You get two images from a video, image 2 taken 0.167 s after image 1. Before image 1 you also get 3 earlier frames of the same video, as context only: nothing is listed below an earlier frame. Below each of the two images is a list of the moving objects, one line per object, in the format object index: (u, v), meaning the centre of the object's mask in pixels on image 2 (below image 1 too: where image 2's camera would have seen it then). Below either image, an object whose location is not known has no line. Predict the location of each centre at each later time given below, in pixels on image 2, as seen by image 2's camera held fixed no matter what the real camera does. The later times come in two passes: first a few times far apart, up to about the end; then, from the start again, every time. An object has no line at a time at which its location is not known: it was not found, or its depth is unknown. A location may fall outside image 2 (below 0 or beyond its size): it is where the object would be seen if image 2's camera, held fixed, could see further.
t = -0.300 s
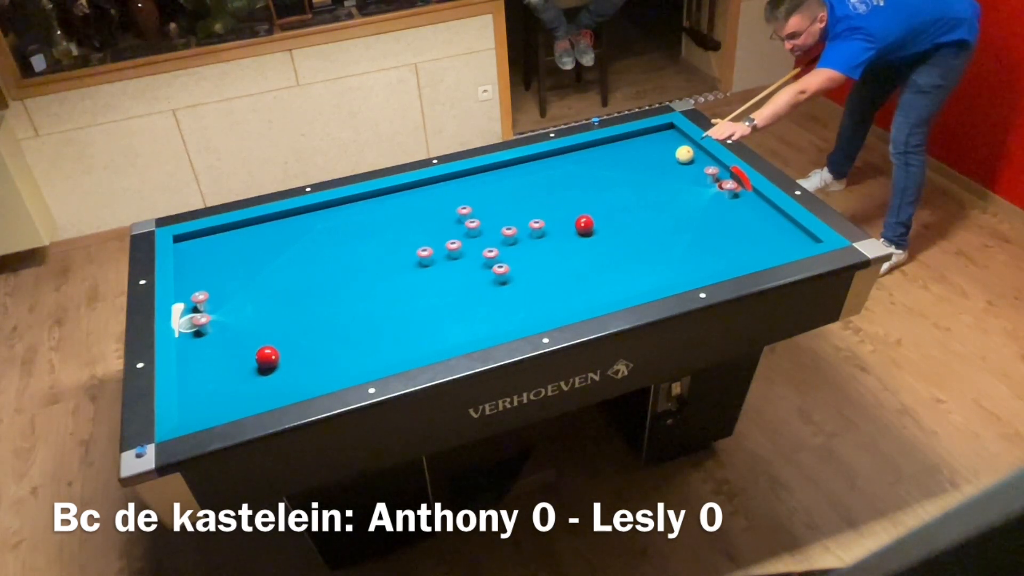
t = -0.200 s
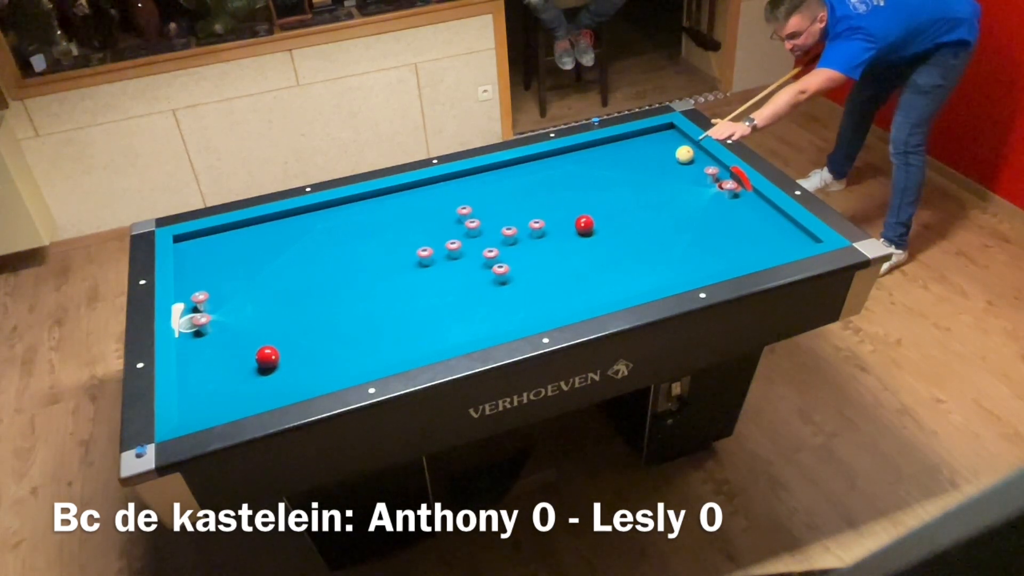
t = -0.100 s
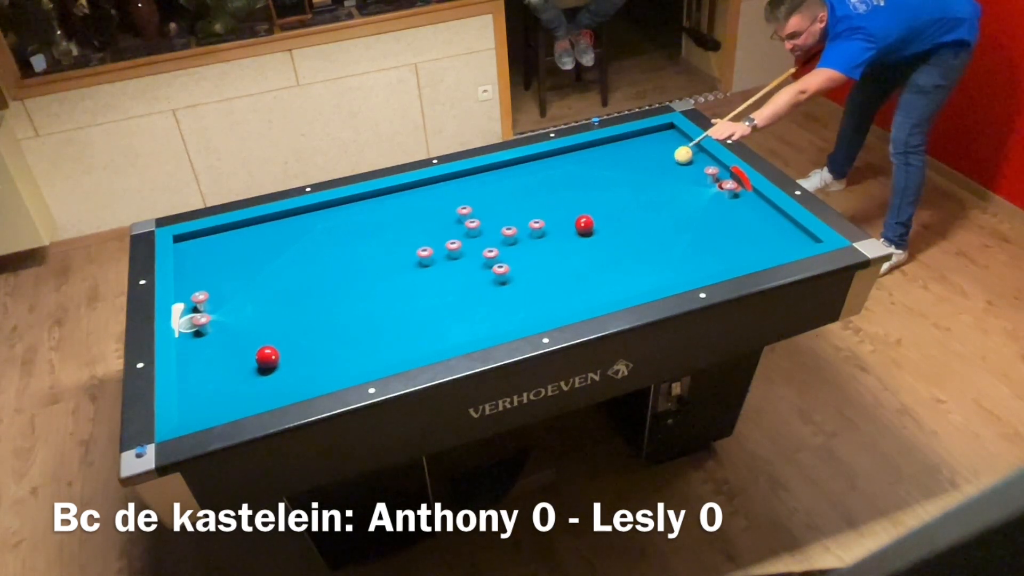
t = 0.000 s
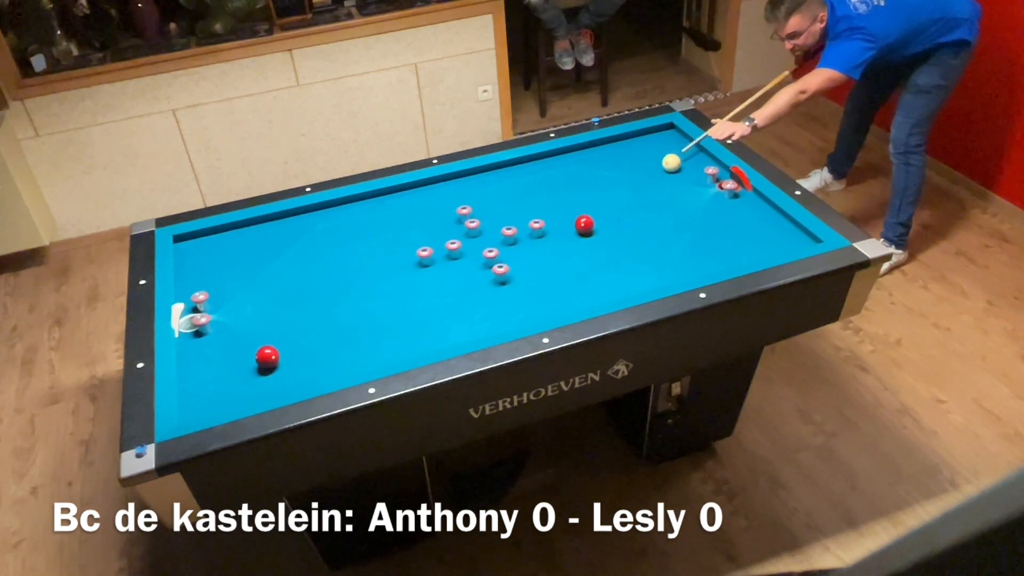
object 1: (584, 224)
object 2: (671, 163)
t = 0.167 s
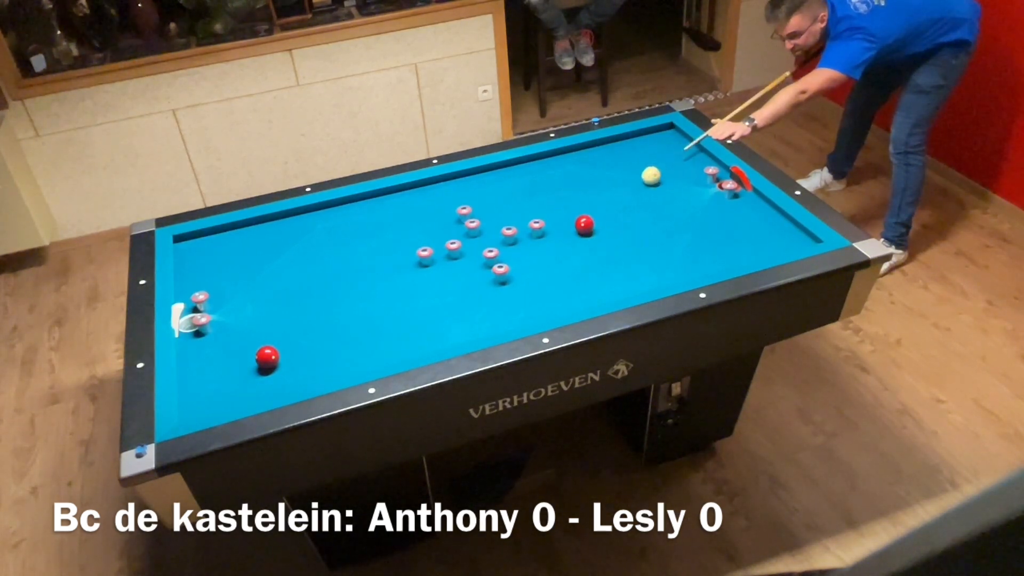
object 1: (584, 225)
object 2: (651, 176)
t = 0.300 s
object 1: (584, 225)
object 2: (634, 186)
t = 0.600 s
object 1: (585, 224)
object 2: (596, 211)
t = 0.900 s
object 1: (572, 243)
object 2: (569, 216)
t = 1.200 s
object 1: (559, 263)
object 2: (547, 217)
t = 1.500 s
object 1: (546, 285)
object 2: (542, 209)
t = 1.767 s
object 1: (534, 303)
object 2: (539, 201)
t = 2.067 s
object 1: (519, 319)
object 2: (535, 194)
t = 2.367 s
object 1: (500, 317)
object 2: (533, 187)
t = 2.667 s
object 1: (483, 313)
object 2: (530, 182)
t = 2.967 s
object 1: (467, 310)
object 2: (528, 177)
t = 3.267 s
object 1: (453, 307)
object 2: (527, 173)
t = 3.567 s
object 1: (441, 305)
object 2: (525, 169)
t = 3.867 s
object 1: (430, 302)
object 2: (524, 166)
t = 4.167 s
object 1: (420, 300)
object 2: (522, 164)
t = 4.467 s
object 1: (412, 299)
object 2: (521, 162)
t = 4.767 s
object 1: (405, 298)
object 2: (521, 163)
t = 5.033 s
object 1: (400, 297)
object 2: (521, 163)
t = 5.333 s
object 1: (395, 296)
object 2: (521, 163)
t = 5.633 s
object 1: (393, 296)
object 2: (521, 162)
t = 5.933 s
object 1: (391, 295)
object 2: (521, 163)
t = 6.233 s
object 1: (391, 295)
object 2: (521, 163)
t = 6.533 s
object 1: (391, 294)
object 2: (521, 162)
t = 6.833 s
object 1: (391, 295)
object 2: (521, 163)
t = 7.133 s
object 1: (391, 295)
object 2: (521, 163)
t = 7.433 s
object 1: (391, 295)
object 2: (521, 163)
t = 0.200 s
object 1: (584, 224)
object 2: (647, 179)
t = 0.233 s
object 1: (584, 225)
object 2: (643, 181)
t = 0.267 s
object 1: (584, 225)
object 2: (639, 184)
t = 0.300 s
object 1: (584, 225)
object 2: (634, 186)
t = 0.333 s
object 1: (584, 225)
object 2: (630, 189)
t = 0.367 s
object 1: (584, 225)
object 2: (626, 192)
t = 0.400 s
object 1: (584, 225)
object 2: (621, 195)
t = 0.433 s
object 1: (584, 225)
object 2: (617, 197)
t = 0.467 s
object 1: (585, 225)
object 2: (613, 200)
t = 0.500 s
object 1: (584, 224)
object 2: (608, 203)
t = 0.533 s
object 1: (584, 225)
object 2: (604, 206)
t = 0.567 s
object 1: (584, 225)
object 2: (600, 209)
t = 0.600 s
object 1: (585, 224)
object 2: (596, 211)
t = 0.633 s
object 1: (584, 225)
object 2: (592, 213)
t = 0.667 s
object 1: (582, 228)
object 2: (589, 213)
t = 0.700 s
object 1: (581, 231)
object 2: (586, 214)
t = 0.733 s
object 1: (579, 232)
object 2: (583, 214)
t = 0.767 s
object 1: (578, 235)
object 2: (580, 215)
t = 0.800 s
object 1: (576, 237)
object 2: (577, 215)
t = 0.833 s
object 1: (575, 239)
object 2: (574, 215)
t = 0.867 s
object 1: (574, 241)
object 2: (571, 216)
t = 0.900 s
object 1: (572, 243)
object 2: (569, 216)
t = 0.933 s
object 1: (571, 246)
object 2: (566, 217)
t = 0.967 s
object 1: (569, 248)
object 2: (563, 217)
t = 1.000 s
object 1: (568, 250)
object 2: (561, 217)
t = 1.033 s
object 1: (566, 252)
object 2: (558, 218)
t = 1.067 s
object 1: (565, 255)
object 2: (555, 218)
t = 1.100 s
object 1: (564, 257)
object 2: (553, 218)
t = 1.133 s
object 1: (562, 259)
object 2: (550, 218)
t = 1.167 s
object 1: (561, 261)
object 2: (548, 218)
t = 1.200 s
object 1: (559, 263)
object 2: (547, 217)
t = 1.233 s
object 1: (558, 266)
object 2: (546, 216)
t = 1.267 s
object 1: (556, 268)
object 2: (546, 215)
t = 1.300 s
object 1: (555, 271)
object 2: (545, 214)
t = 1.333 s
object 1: (553, 273)
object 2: (545, 213)
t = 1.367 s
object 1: (552, 275)
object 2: (544, 212)
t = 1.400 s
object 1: (550, 278)
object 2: (544, 211)
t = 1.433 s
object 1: (549, 280)
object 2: (543, 210)
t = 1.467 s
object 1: (547, 282)
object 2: (543, 209)
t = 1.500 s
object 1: (546, 285)
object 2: (542, 209)
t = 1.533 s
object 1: (544, 287)
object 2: (542, 208)
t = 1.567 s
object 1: (543, 289)
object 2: (541, 207)
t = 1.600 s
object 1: (542, 292)
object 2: (541, 206)
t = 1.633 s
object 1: (540, 294)
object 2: (540, 205)
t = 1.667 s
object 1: (538, 296)
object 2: (540, 204)
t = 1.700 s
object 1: (537, 299)
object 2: (540, 203)
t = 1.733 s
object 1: (535, 301)
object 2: (539, 202)
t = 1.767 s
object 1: (534, 303)
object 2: (539, 201)
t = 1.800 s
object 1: (532, 306)
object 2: (538, 200)
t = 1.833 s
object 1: (531, 308)
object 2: (538, 199)
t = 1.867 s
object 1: (529, 310)
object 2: (538, 199)
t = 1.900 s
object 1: (528, 312)
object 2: (537, 198)
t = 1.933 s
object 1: (526, 314)
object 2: (537, 197)
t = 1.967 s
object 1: (524, 316)
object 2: (537, 196)
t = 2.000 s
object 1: (523, 318)
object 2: (536, 195)
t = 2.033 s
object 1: (521, 319)
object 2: (536, 195)
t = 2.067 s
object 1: (519, 319)
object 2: (535, 194)
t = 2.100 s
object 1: (517, 319)
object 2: (535, 193)
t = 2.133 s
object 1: (515, 319)
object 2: (535, 192)
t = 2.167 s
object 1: (512, 319)
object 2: (535, 192)
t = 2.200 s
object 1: (510, 318)
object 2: (534, 191)
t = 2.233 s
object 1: (508, 318)
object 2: (534, 190)
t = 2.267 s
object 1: (506, 318)
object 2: (534, 189)
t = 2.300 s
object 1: (504, 318)
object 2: (533, 189)
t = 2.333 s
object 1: (502, 317)
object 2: (533, 188)
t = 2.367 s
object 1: (500, 317)
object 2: (533, 187)
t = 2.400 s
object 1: (498, 317)
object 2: (532, 187)
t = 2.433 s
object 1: (496, 316)
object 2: (532, 186)
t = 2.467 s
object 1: (494, 316)
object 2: (532, 185)
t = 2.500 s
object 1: (492, 316)
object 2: (531, 185)
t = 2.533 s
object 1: (491, 315)
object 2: (531, 184)
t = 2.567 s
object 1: (489, 315)
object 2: (531, 184)
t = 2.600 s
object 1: (486, 314)
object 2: (531, 183)
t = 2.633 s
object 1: (485, 314)
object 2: (530, 182)
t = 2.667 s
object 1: (483, 313)
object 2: (530, 182)
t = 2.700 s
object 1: (481, 313)
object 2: (530, 181)
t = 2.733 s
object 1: (479, 313)
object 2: (530, 180)
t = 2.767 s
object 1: (478, 312)
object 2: (530, 180)
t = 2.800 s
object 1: (476, 312)
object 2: (529, 179)
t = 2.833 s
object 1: (474, 312)
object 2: (529, 179)
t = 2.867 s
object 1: (472, 311)
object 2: (529, 178)
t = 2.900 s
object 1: (471, 311)
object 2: (529, 178)
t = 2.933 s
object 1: (469, 310)
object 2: (528, 177)
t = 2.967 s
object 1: (467, 310)
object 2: (528, 177)
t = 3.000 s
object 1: (466, 310)
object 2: (528, 176)
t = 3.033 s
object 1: (464, 309)
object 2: (528, 176)
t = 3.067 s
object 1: (463, 309)
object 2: (528, 175)
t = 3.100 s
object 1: (461, 309)
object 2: (528, 175)
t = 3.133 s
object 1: (459, 309)
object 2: (527, 174)
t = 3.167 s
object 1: (458, 308)
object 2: (527, 174)
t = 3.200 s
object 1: (456, 308)
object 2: (527, 173)
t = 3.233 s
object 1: (455, 308)
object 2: (527, 173)
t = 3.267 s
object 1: (453, 307)
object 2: (527, 173)
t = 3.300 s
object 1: (452, 307)
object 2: (527, 172)
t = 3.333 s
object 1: (450, 307)
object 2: (527, 172)
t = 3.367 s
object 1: (449, 306)
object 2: (526, 171)
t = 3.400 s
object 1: (448, 306)
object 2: (526, 171)
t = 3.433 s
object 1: (446, 306)
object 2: (526, 170)
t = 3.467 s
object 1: (445, 305)
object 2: (526, 170)
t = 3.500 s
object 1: (443, 305)
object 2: (526, 170)
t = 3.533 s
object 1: (442, 305)
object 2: (525, 169)
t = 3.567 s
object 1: (441, 305)
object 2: (525, 169)
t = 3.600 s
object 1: (439, 304)
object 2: (525, 169)
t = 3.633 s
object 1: (438, 304)
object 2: (525, 168)
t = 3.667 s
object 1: (437, 304)
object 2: (525, 168)
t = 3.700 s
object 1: (436, 304)
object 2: (525, 168)
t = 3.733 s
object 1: (435, 303)
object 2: (524, 167)
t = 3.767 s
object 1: (433, 303)
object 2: (524, 167)
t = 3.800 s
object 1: (432, 303)
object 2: (524, 167)
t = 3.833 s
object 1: (431, 303)
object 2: (524, 166)
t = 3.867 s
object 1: (430, 302)
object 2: (524, 166)
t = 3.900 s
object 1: (429, 302)
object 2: (524, 166)
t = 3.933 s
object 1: (427, 302)
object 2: (523, 166)
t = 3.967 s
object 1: (426, 302)
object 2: (523, 166)
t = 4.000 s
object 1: (425, 302)
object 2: (523, 165)
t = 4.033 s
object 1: (424, 301)
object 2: (523, 165)
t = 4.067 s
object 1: (423, 301)
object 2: (523, 165)
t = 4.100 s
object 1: (422, 301)
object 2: (522, 164)
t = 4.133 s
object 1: (421, 301)
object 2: (522, 164)
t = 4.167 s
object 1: (420, 300)
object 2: (522, 164)
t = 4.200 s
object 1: (419, 300)
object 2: (522, 164)
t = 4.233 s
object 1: (418, 300)
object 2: (522, 164)
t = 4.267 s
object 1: (417, 300)
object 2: (522, 163)
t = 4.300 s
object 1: (416, 300)
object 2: (522, 163)
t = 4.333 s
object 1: (415, 299)
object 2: (522, 163)
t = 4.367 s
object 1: (414, 299)
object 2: (521, 163)
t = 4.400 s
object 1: (413, 299)
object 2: (521, 163)
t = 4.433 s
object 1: (412, 299)
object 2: (521, 163)
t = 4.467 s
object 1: (412, 299)
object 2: (521, 162)
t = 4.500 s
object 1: (411, 299)
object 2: (521, 162)
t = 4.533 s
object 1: (410, 299)
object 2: (521, 162)
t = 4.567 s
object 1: (409, 298)
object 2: (521, 162)
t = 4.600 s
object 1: (408, 298)
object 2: (521, 162)
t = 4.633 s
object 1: (407, 298)
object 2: (521, 162)
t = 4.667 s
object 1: (407, 298)
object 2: (521, 162)
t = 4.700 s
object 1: (406, 298)
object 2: (521, 163)
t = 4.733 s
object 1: (406, 298)
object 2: (521, 163)
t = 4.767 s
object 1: (405, 298)
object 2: (521, 163)
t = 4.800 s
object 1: (404, 298)
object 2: (521, 163)
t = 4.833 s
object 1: (403, 297)
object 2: (521, 163)
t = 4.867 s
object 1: (403, 297)
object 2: (521, 163)
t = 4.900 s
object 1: (402, 297)
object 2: (521, 163)
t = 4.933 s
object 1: (401, 297)
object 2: (521, 163)
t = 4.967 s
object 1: (401, 297)
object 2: (521, 163)
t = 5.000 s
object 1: (400, 297)
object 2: (521, 163)
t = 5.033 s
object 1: (400, 297)
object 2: (521, 163)
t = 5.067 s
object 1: (399, 297)
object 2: (521, 163)
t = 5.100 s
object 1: (399, 297)
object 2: (521, 163)
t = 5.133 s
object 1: (398, 296)
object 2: (521, 163)
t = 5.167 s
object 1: (398, 296)
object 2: (521, 163)
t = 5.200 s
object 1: (397, 296)
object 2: (521, 163)
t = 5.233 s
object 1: (397, 296)
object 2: (521, 163)
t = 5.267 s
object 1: (396, 296)
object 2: (521, 163)
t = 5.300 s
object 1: (396, 296)
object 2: (521, 163)
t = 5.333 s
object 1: (395, 296)
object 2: (521, 163)
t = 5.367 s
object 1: (395, 296)
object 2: (521, 163)
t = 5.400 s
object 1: (395, 296)
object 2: (521, 163)
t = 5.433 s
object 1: (395, 296)
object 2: (521, 163)
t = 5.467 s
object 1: (394, 296)
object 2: (521, 163)
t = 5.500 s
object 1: (394, 296)
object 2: (521, 163)
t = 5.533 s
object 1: (393, 296)
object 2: (521, 163)
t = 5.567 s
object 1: (393, 296)
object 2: (521, 163)
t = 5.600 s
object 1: (393, 296)
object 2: (521, 162)
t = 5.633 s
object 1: (393, 296)
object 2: (521, 162)
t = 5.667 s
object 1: (392, 296)
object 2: (521, 163)
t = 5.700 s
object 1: (392, 296)
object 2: (521, 163)
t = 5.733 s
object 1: (392, 296)
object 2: (521, 163)
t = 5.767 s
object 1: (392, 295)
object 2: (521, 163)
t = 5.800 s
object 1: (392, 296)
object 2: (521, 163)
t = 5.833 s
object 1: (392, 295)
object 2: (521, 162)
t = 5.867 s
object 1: (391, 295)
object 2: (521, 163)
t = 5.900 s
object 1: (391, 295)
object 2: (521, 163)
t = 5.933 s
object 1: (391, 295)
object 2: (521, 163)
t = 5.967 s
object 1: (391, 295)
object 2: (521, 163)
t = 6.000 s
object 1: (391, 295)
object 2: (521, 163)
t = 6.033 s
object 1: (391, 295)
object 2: (521, 163)
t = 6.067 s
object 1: (391, 295)
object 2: (521, 163)
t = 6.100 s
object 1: (391, 295)
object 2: (521, 162)
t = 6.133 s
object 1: (391, 295)
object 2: (521, 163)
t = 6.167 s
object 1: (391, 295)
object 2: (521, 163)
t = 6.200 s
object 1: (391, 295)
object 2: (521, 163)
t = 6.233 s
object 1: (391, 295)
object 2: (521, 163)
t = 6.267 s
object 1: (391, 295)
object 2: (521, 163)
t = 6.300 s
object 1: (391, 295)
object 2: (521, 163)
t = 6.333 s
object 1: (391, 295)
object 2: (521, 163)
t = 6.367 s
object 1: (391, 295)
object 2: (521, 162)
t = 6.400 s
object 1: (391, 295)
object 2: (521, 162)
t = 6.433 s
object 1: (391, 295)
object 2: (521, 162)
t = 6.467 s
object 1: (391, 295)
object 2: (521, 163)
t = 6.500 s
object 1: (391, 294)
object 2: (521, 162)
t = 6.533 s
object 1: (391, 294)
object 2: (521, 162)
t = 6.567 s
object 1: (391, 295)
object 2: (521, 163)
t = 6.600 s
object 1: (391, 295)
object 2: (521, 163)
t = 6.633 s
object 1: (391, 295)
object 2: (521, 163)
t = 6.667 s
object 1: (391, 295)
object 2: (521, 163)
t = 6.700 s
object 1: (391, 295)
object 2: (521, 163)
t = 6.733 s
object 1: (391, 295)
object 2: (521, 163)
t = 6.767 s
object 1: (391, 295)
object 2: (521, 163)
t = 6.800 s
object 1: (391, 295)
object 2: (521, 163)
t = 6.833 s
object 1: (391, 295)
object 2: (521, 163)
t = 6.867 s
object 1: (391, 295)
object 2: (521, 163)
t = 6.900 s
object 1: (391, 295)
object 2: (521, 163)
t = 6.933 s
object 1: (391, 295)
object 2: (521, 163)
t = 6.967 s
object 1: (391, 295)
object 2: (521, 162)
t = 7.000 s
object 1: (391, 295)
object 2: (521, 163)
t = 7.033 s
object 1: (391, 295)
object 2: (521, 163)
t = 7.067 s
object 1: (391, 295)
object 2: (521, 163)
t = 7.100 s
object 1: (391, 295)
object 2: (521, 163)
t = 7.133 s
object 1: (391, 295)
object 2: (521, 163)
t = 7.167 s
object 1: (391, 295)
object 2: (521, 163)
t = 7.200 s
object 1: (391, 295)
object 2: (521, 163)
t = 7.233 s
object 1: (391, 295)
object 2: (521, 162)
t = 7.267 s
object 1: (391, 295)
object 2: (521, 163)
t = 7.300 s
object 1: (391, 295)
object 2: (521, 163)
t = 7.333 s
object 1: (391, 295)
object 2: (521, 163)
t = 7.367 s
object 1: (391, 295)
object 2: (521, 163)
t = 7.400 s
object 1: (391, 295)
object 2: (521, 163)
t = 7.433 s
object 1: (391, 295)
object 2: (521, 163)
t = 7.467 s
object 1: (391, 295)
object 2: (521, 162)
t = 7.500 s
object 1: (391, 295)
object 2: (521, 163)
